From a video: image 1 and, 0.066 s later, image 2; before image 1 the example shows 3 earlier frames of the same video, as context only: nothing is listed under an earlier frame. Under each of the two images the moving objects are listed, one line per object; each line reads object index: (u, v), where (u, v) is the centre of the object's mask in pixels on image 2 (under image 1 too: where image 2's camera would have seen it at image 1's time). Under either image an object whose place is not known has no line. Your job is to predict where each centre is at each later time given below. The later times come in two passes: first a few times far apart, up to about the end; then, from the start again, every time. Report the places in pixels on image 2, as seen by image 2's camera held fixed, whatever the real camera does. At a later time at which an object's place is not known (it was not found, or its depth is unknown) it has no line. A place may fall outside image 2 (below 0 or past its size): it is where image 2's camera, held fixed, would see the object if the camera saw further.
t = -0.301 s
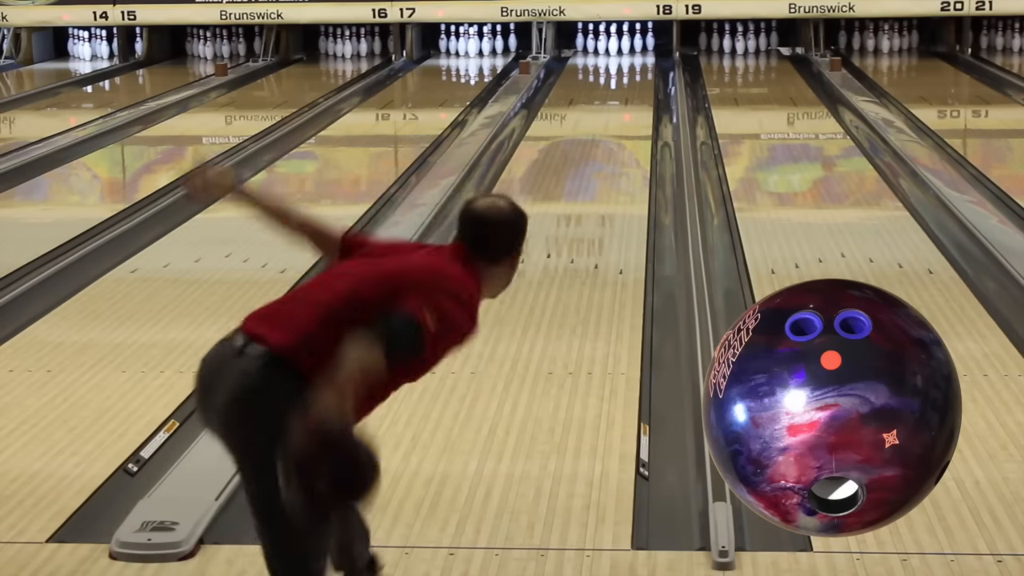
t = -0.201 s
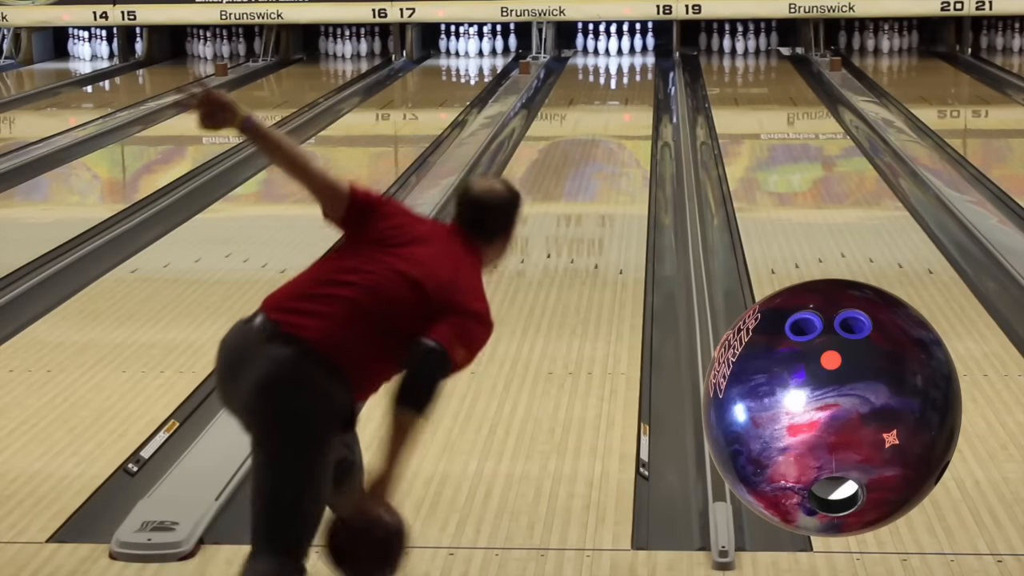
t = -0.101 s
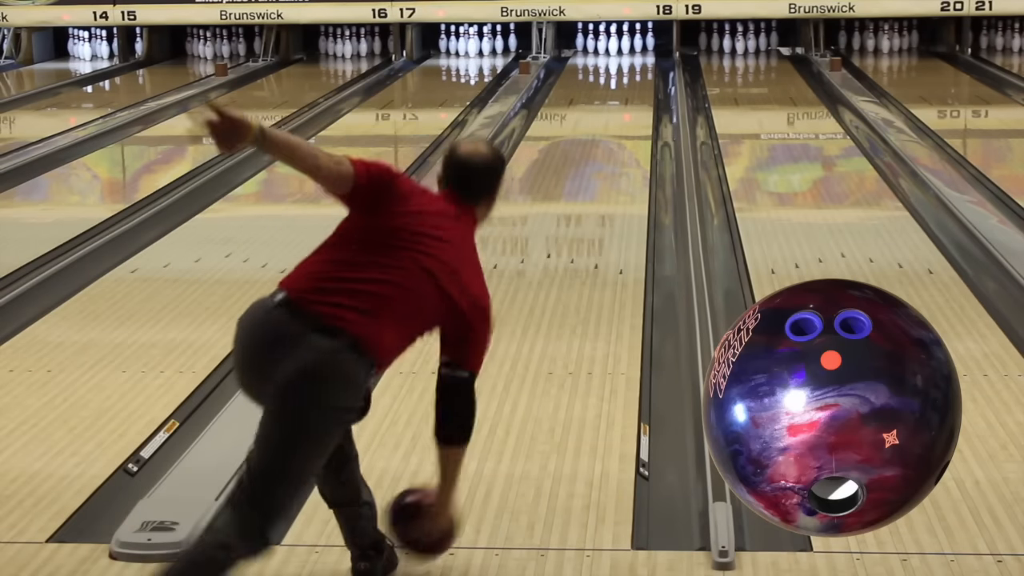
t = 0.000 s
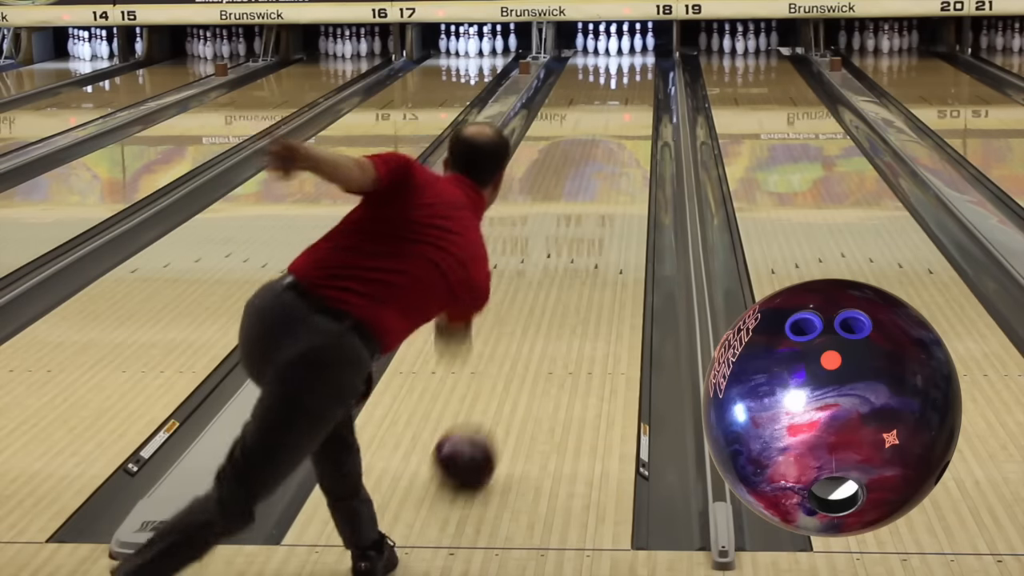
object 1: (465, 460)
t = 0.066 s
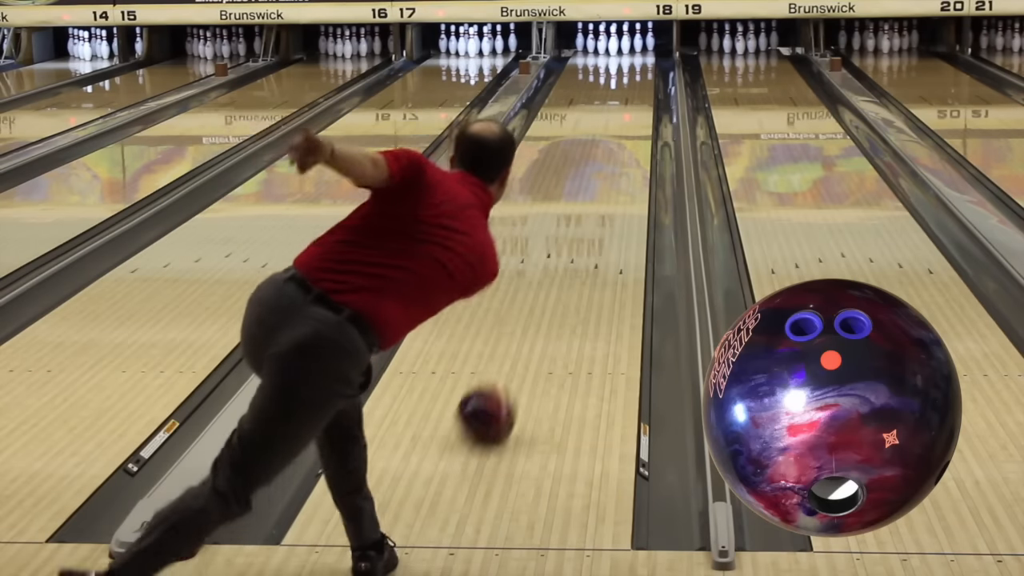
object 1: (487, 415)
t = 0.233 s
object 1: (527, 331)
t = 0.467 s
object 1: (564, 250)
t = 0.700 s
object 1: (589, 195)
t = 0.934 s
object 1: (606, 155)
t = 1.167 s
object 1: (619, 125)
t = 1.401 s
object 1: (628, 101)
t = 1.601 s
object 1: (632, 85)
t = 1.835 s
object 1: (633, 70)
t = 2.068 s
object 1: (628, 57)
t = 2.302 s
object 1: (619, 48)
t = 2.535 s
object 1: (621, 43)
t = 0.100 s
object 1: (496, 395)
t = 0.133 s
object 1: (504, 378)
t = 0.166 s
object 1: (512, 361)
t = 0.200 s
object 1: (520, 345)
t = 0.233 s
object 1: (527, 331)
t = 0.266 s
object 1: (533, 317)
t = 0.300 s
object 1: (539, 304)
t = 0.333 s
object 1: (545, 292)
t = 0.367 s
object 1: (550, 280)
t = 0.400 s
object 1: (556, 269)
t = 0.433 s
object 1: (560, 260)
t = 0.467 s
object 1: (564, 250)
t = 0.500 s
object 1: (569, 241)
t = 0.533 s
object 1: (573, 232)
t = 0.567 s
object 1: (576, 224)
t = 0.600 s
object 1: (580, 217)
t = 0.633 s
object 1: (583, 209)
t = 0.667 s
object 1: (586, 202)
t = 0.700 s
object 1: (589, 195)
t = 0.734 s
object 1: (592, 188)
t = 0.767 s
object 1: (595, 182)
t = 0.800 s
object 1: (597, 177)
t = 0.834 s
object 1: (600, 171)
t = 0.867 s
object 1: (602, 165)
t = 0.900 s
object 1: (604, 160)
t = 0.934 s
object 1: (606, 155)
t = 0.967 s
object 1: (608, 150)
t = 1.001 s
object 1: (610, 146)
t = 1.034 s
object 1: (612, 141)
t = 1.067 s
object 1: (614, 137)
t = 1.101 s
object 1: (616, 133)
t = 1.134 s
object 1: (617, 129)
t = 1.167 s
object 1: (619, 125)
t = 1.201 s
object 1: (620, 121)
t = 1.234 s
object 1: (622, 118)
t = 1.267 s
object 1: (623, 115)
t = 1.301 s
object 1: (625, 111)
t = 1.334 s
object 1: (626, 108)
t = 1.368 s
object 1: (627, 104)
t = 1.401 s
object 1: (628, 101)
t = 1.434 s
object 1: (629, 98)
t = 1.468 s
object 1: (630, 95)
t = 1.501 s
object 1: (630, 93)
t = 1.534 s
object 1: (631, 91)
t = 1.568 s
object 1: (632, 88)
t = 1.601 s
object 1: (632, 85)
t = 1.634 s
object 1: (633, 83)
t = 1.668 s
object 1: (633, 81)
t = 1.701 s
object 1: (633, 79)
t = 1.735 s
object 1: (634, 76)
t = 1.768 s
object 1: (634, 74)
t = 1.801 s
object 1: (633, 72)
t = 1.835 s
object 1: (633, 70)
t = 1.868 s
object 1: (633, 68)
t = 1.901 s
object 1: (632, 66)
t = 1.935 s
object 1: (632, 64)
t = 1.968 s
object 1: (631, 63)
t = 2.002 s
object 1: (630, 61)
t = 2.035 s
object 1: (629, 59)
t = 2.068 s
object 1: (628, 57)
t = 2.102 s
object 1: (627, 56)
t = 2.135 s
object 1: (626, 54)
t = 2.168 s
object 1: (624, 53)
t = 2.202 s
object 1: (623, 52)
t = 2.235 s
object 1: (622, 50)
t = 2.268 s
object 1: (620, 49)
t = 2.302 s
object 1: (619, 48)
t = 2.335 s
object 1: (620, 47)
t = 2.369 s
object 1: (620, 46)
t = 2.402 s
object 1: (620, 46)
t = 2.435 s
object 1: (620, 45)
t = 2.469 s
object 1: (620, 45)
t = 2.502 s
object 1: (621, 44)
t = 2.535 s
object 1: (621, 43)
